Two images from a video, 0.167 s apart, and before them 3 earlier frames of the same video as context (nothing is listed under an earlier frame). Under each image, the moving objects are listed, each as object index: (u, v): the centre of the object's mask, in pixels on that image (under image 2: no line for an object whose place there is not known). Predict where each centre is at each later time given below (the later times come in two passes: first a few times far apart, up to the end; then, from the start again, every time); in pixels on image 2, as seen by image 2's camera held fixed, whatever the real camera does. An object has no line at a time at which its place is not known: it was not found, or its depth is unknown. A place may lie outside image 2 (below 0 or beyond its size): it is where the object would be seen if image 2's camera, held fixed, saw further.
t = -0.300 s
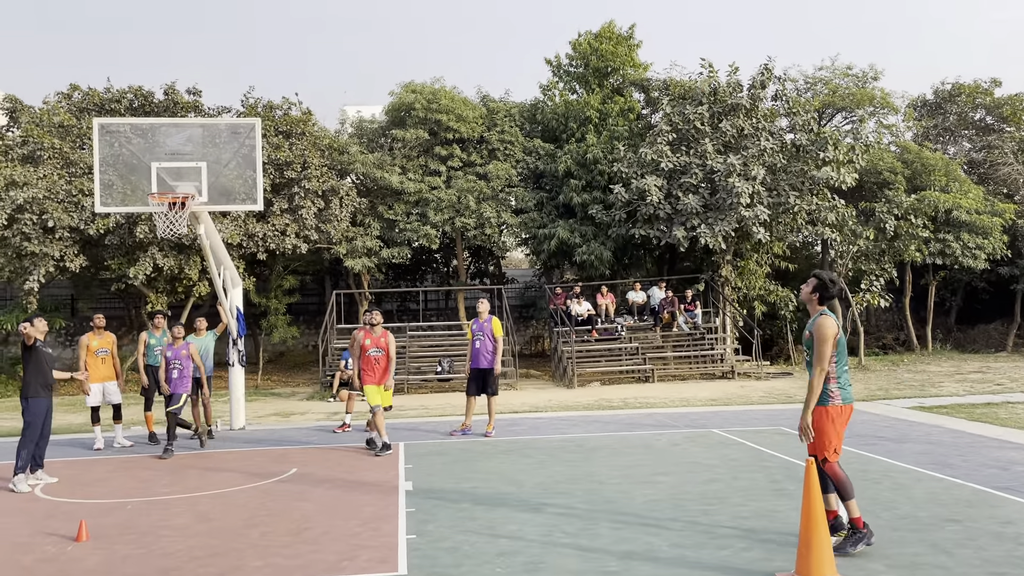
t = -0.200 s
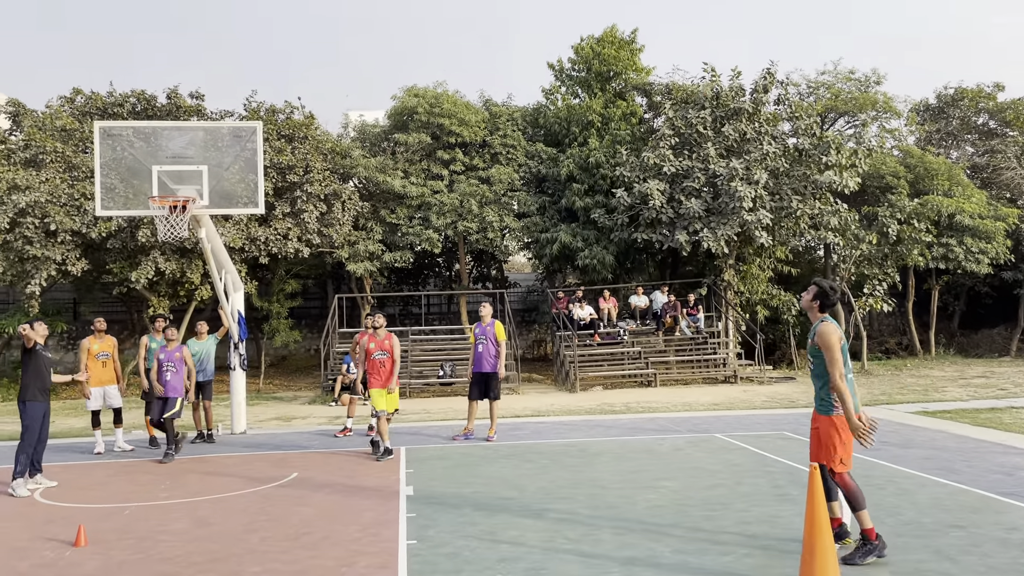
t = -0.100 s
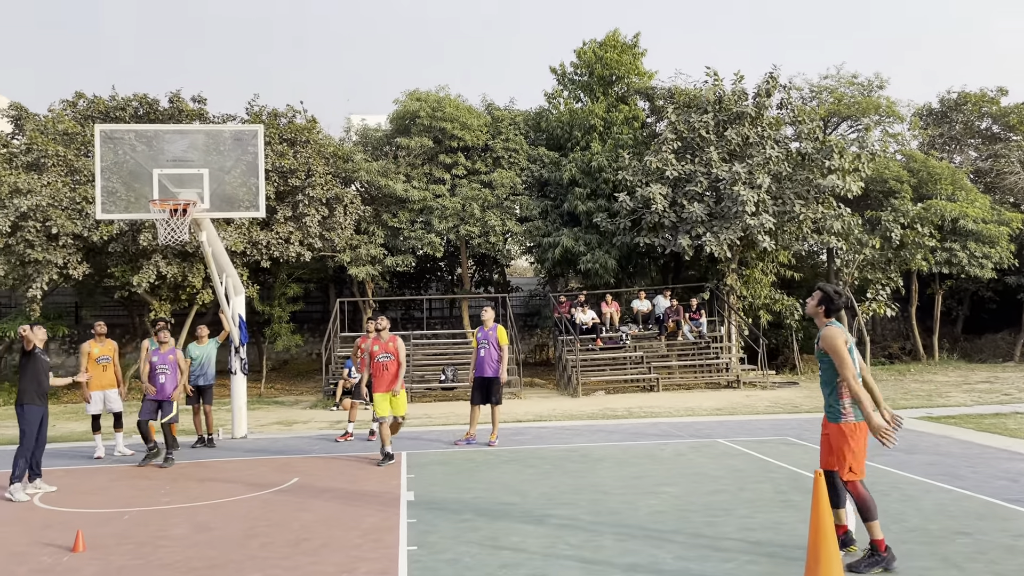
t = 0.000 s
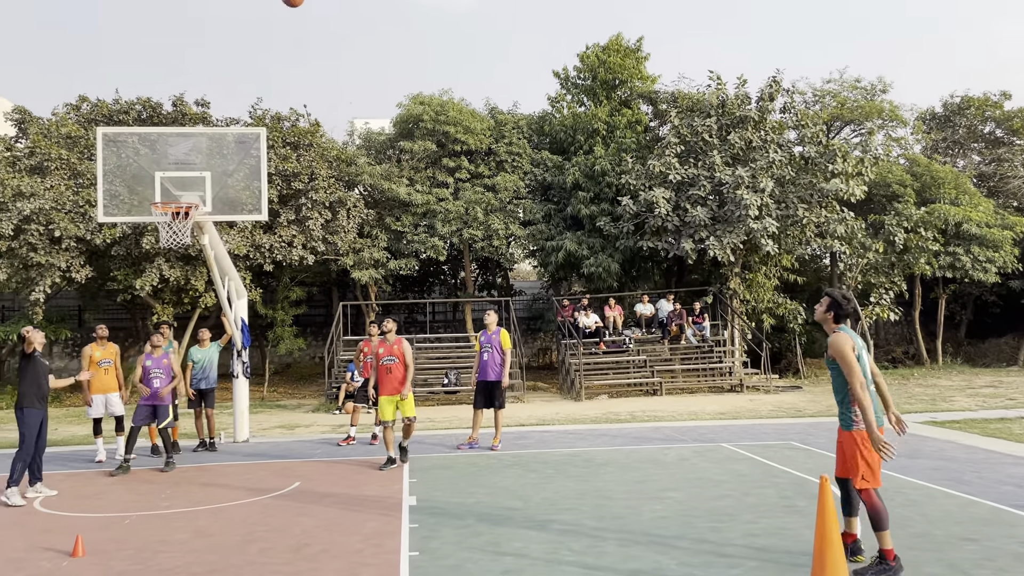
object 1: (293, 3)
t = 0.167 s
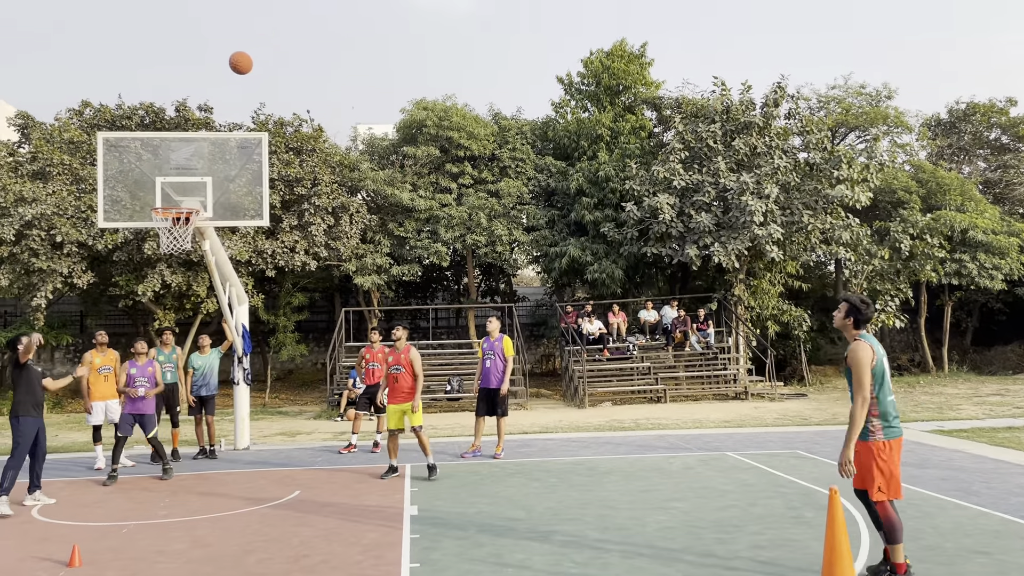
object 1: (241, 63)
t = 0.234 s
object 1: (220, 93)
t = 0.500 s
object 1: (147, 190)
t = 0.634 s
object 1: (113, 159)
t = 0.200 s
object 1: (230, 78)
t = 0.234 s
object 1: (220, 93)
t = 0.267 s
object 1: (210, 110)
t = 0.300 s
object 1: (201, 127)
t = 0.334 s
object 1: (191, 145)
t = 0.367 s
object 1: (181, 163)
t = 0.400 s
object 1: (173, 182)
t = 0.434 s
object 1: (163, 193)
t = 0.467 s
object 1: (155, 199)
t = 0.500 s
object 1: (147, 190)
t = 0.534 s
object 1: (139, 181)
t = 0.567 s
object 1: (130, 173)
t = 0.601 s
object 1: (121, 165)
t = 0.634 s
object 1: (113, 159)
